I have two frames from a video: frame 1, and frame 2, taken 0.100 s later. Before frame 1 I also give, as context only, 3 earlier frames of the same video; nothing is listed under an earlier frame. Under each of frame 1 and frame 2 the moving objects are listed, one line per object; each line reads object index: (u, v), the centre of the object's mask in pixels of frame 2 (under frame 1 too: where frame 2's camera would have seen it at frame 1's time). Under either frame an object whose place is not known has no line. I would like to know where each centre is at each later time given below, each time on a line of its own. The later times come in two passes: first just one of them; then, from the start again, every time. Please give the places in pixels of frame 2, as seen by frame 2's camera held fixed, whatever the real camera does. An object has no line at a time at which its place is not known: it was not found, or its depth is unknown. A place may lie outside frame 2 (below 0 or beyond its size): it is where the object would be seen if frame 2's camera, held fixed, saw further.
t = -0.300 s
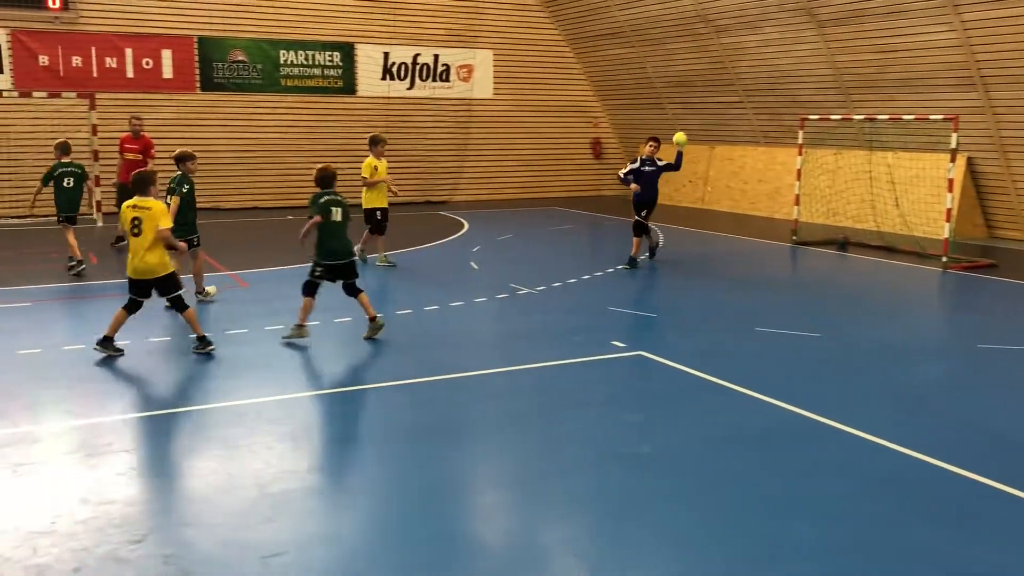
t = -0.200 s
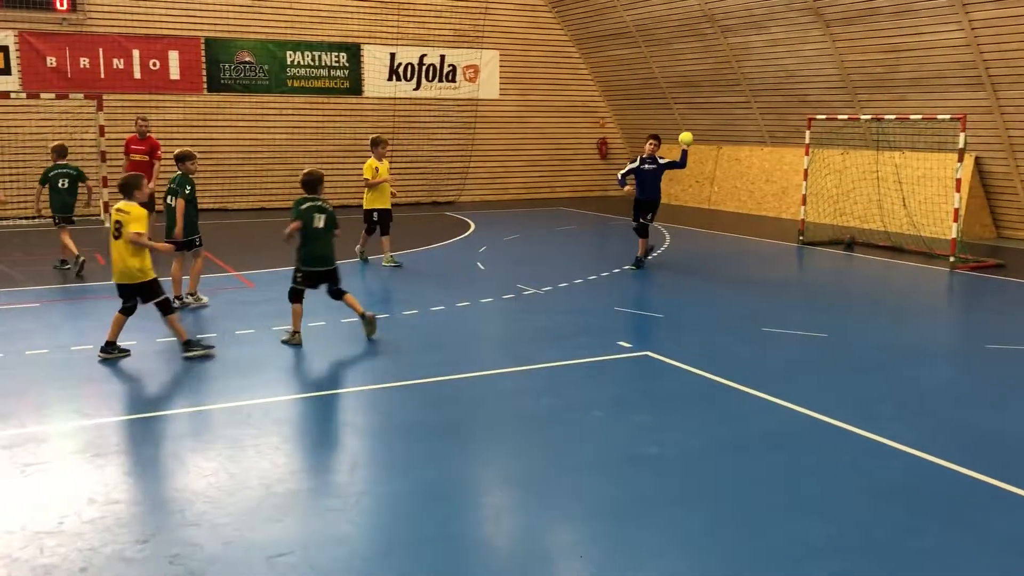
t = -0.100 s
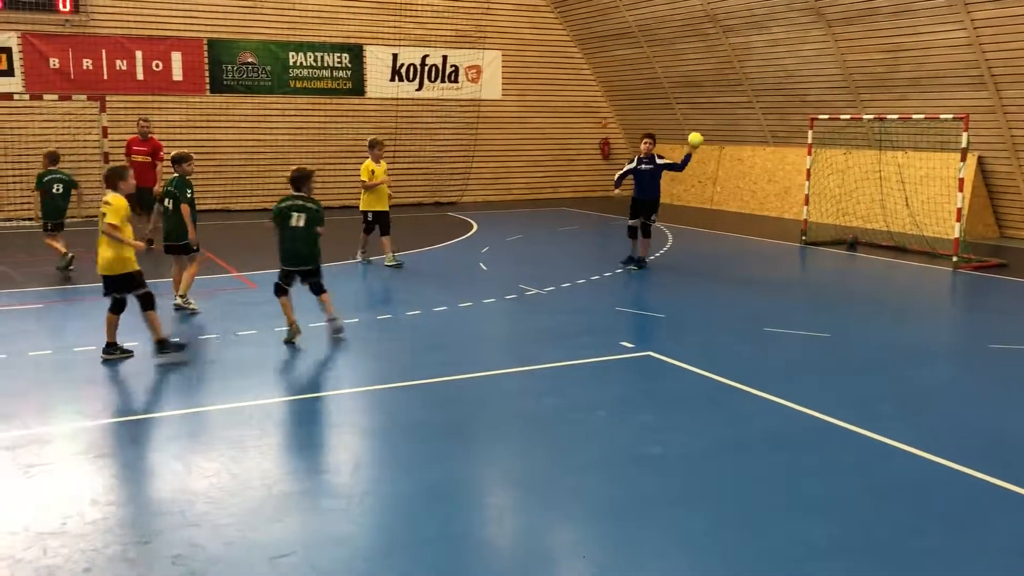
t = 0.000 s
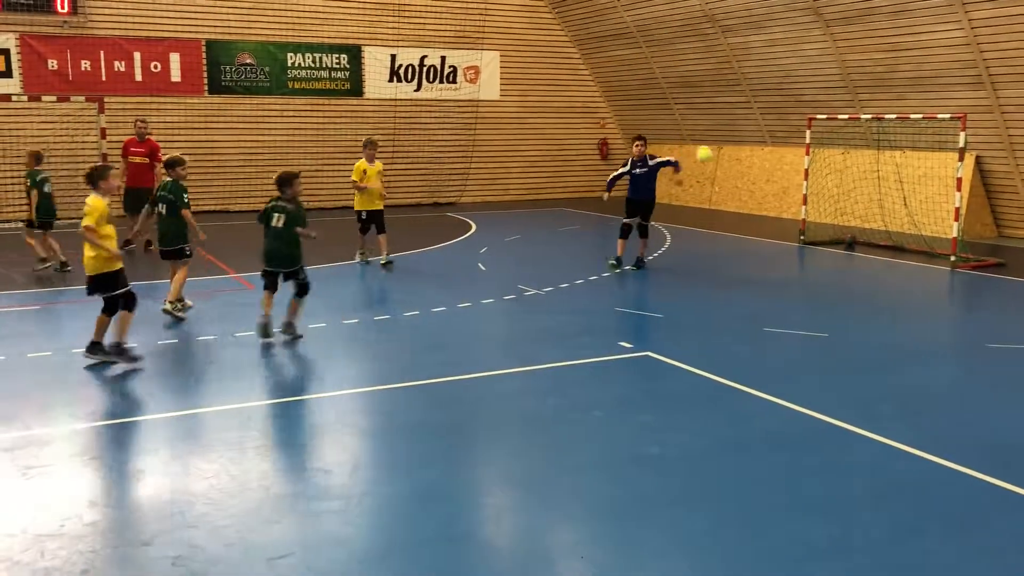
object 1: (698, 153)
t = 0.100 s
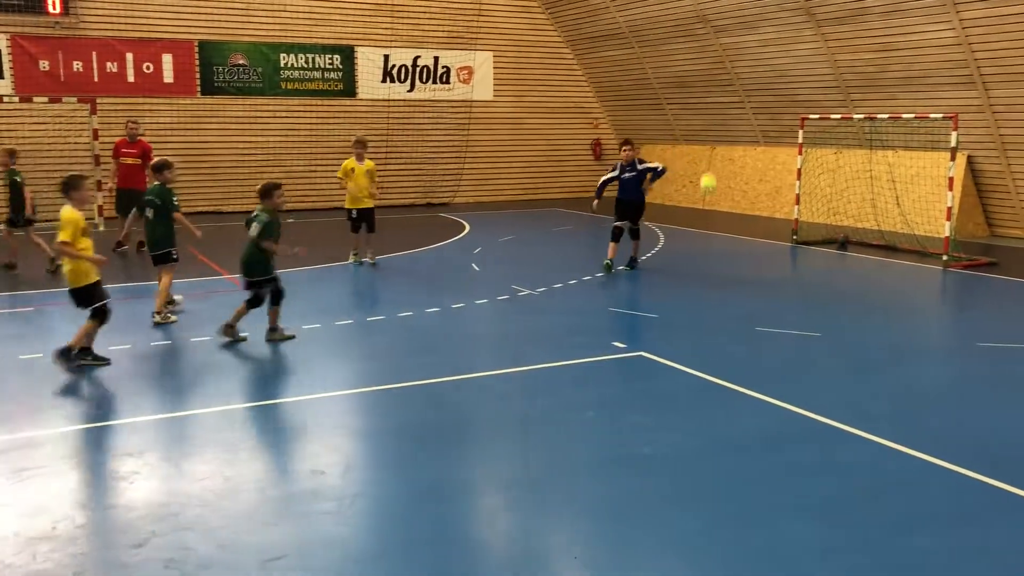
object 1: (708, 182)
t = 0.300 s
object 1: (730, 287)
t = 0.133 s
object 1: (711, 195)
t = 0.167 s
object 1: (715, 211)
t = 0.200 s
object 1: (718, 226)
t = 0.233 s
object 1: (721, 245)
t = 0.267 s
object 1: (726, 265)
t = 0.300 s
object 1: (730, 287)
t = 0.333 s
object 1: (735, 313)
